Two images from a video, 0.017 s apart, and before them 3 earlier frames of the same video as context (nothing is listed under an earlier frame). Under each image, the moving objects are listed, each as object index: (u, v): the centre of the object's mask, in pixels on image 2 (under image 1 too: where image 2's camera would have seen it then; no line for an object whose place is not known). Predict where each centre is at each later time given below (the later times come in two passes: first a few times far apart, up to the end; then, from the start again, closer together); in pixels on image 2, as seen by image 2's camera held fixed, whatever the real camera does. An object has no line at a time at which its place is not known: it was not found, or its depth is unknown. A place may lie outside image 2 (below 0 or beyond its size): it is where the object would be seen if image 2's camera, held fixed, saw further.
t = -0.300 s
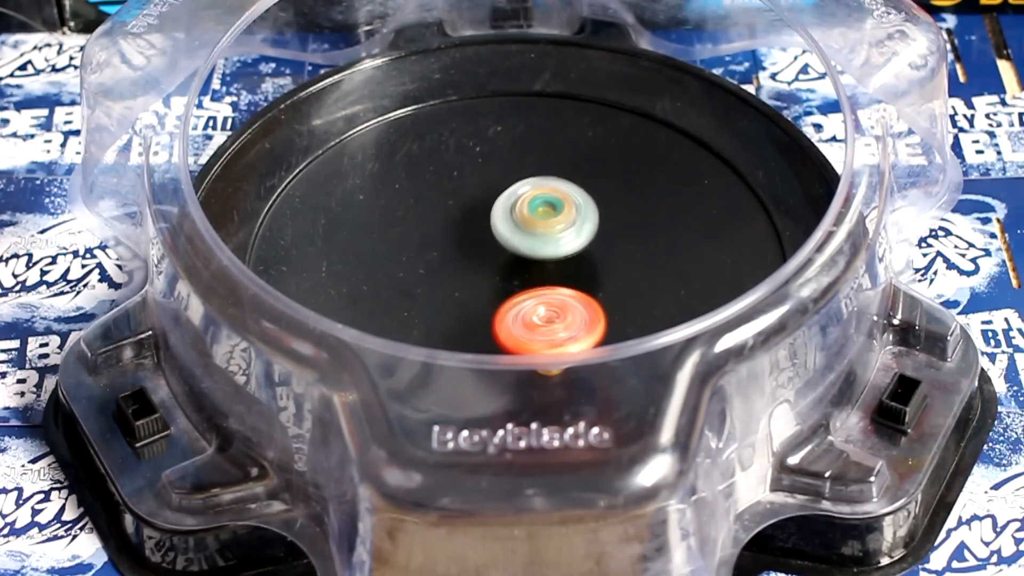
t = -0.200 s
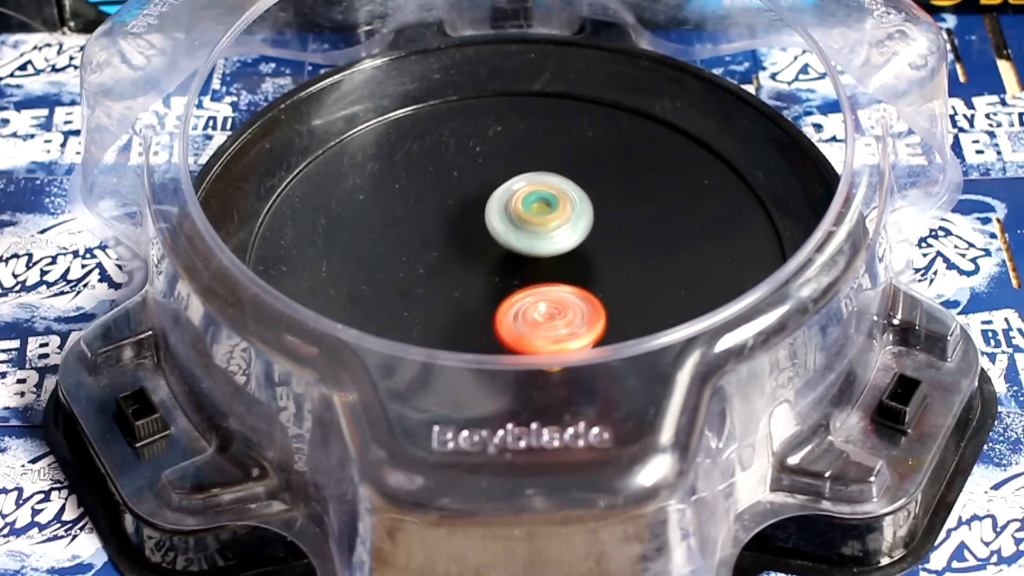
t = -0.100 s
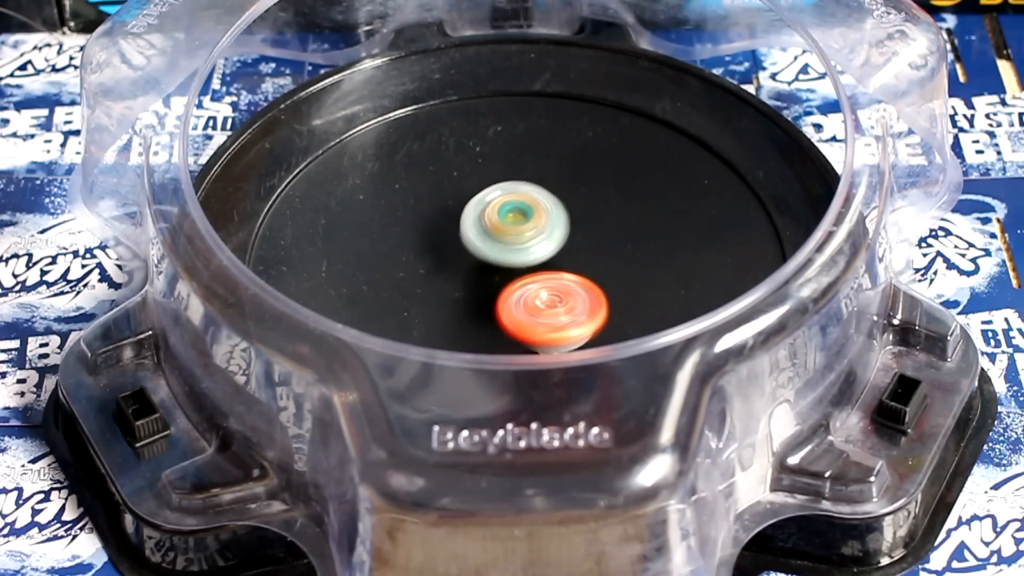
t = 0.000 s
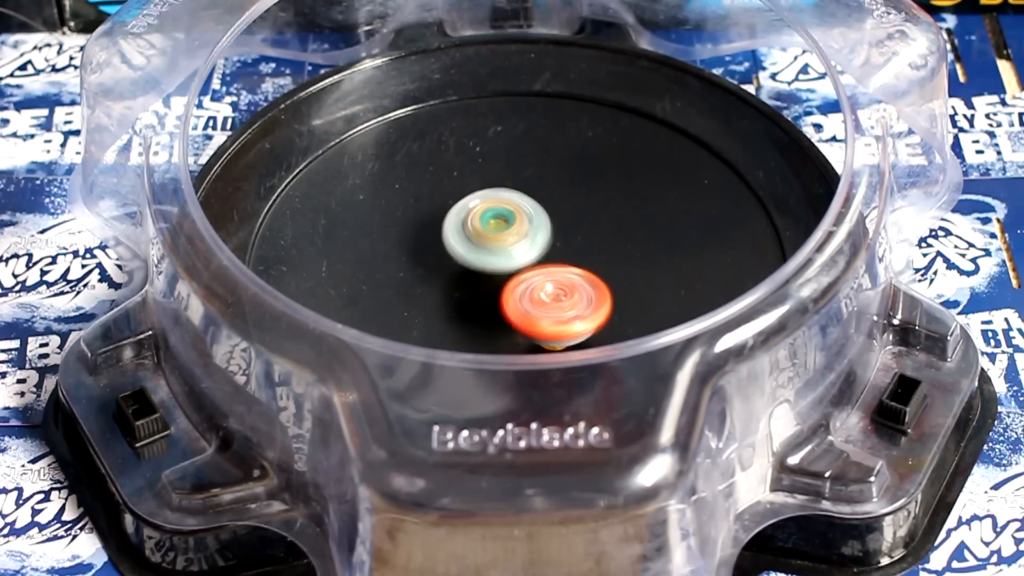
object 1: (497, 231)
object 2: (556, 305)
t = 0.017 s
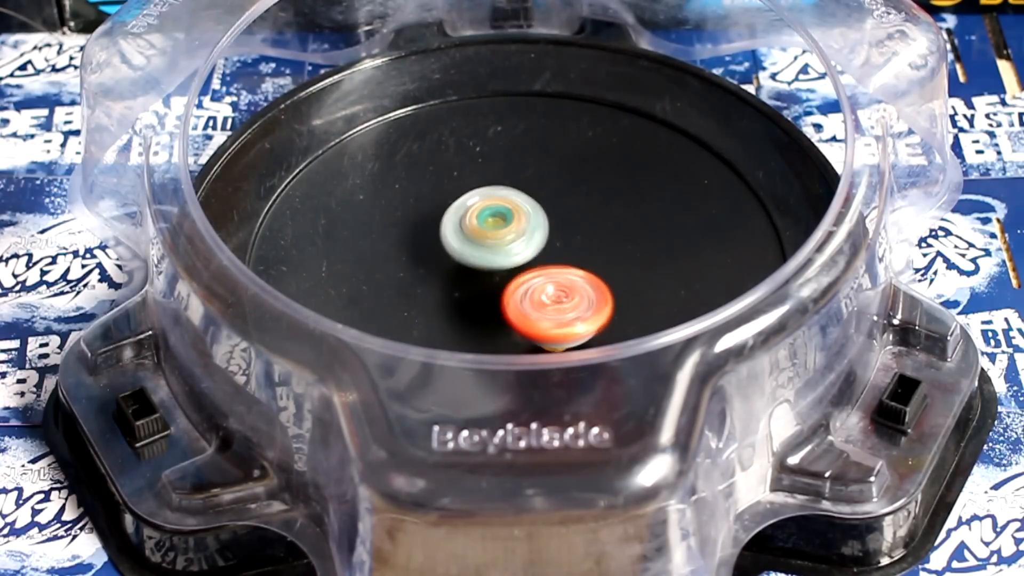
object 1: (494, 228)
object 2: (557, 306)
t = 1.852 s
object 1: (542, 222)
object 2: (529, 313)
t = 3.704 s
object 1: (584, 242)
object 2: (480, 275)
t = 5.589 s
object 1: (575, 279)
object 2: (498, 200)
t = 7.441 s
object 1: (525, 211)
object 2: (524, 293)
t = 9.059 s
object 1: (606, 241)
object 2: (486, 278)
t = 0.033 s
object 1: (494, 227)
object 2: (557, 307)
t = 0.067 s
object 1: (494, 226)
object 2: (554, 309)
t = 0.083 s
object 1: (495, 225)
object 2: (551, 309)
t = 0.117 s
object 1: (501, 227)
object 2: (543, 309)
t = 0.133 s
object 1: (505, 229)
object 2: (540, 309)
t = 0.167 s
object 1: (512, 232)
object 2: (533, 310)
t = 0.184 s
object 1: (516, 229)
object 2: (531, 314)
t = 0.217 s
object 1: (526, 225)
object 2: (526, 319)
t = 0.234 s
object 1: (530, 223)
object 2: (524, 320)
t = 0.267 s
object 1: (536, 222)
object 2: (520, 321)
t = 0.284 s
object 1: (539, 222)
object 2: (519, 321)
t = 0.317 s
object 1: (544, 225)
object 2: (517, 320)
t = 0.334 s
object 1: (544, 226)
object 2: (517, 319)
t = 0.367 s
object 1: (542, 226)
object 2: (517, 317)
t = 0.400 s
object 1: (540, 226)
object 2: (519, 314)
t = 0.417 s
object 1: (537, 225)
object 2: (519, 312)
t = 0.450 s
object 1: (531, 224)
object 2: (520, 309)
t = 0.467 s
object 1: (527, 223)
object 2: (521, 307)
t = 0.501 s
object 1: (521, 221)
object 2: (523, 303)
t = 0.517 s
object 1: (517, 221)
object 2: (523, 301)
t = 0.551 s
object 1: (511, 220)
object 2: (525, 298)
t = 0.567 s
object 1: (508, 219)
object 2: (526, 298)
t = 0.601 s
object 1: (505, 218)
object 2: (528, 297)
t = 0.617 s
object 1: (504, 218)
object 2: (529, 296)
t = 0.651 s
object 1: (501, 218)
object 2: (531, 295)
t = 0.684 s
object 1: (500, 216)
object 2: (534, 297)
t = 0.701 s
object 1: (501, 215)
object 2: (535, 298)
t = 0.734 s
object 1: (503, 213)
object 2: (536, 298)
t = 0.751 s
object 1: (504, 212)
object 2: (537, 298)
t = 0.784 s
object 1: (507, 212)
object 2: (538, 297)
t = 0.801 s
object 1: (509, 212)
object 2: (538, 297)
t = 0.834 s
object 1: (514, 214)
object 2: (539, 296)
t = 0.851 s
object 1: (516, 215)
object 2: (540, 295)
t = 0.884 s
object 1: (520, 217)
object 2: (540, 294)
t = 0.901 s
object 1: (521, 216)
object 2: (540, 295)
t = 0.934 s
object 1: (525, 216)
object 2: (540, 296)
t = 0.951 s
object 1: (526, 217)
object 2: (540, 296)
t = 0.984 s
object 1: (529, 217)
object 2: (539, 297)
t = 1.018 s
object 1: (531, 216)
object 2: (538, 299)
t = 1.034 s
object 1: (532, 216)
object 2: (537, 299)
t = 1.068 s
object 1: (534, 216)
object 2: (536, 299)
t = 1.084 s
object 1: (535, 217)
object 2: (536, 298)
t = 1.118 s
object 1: (536, 219)
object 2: (535, 298)
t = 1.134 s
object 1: (536, 218)
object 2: (534, 299)
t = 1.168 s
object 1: (537, 216)
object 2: (534, 301)
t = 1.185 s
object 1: (536, 215)
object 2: (534, 301)
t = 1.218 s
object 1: (536, 215)
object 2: (534, 301)
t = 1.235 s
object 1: (536, 216)
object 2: (534, 301)
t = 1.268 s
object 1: (536, 217)
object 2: (535, 300)
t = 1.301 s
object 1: (536, 219)
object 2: (535, 299)
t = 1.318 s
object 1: (536, 219)
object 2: (535, 298)
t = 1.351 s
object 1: (536, 219)
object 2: (536, 300)
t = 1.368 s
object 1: (536, 220)
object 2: (536, 300)
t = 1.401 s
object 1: (537, 221)
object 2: (536, 300)
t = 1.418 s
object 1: (537, 221)
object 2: (535, 300)
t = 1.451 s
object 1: (538, 217)
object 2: (534, 306)
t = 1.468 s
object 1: (538, 216)
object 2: (533, 307)
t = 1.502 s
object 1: (538, 215)
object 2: (531, 309)
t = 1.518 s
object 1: (538, 214)
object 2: (531, 310)
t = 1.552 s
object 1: (538, 215)
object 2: (531, 310)
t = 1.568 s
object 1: (538, 216)
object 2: (531, 309)
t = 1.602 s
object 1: (538, 219)
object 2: (530, 309)
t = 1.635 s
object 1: (537, 222)
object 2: (531, 307)
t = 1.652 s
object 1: (536, 223)
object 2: (531, 307)
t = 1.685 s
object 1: (534, 225)
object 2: (531, 305)
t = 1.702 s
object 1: (534, 226)
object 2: (530, 305)
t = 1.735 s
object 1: (536, 222)
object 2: (528, 309)
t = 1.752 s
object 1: (537, 221)
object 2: (528, 311)
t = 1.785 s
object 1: (539, 221)
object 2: (528, 313)
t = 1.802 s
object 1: (540, 221)
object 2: (528, 313)
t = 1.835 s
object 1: (541, 222)
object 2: (528, 313)
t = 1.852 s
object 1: (542, 222)
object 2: (529, 313)
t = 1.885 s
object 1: (542, 224)
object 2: (529, 311)
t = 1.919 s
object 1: (542, 227)
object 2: (530, 310)
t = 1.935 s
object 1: (541, 227)
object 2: (530, 309)
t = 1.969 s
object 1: (540, 229)
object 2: (530, 307)
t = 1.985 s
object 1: (541, 225)
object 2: (530, 310)
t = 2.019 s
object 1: (544, 217)
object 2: (527, 315)
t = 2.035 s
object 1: (545, 214)
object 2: (527, 317)
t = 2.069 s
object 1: (548, 210)
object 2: (526, 319)
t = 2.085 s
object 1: (549, 209)
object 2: (526, 319)
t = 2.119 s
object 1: (550, 209)
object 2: (526, 319)
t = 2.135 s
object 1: (551, 210)
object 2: (526, 318)
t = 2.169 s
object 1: (551, 213)
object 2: (526, 317)
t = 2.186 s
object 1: (551, 215)
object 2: (526, 316)
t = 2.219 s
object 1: (551, 219)
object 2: (525, 314)
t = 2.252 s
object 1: (550, 224)
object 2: (524, 313)
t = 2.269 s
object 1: (550, 226)
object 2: (523, 312)
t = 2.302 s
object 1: (548, 230)
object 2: (523, 309)
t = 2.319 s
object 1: (548, 232)
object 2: (522, 309)
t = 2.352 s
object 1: (549, 230)
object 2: (517, 312)
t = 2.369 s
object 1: (551, 228)
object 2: (515, 314)
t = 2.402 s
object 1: (552, 226)
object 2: (511, 315)
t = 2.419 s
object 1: (553, 226)
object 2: (509, 315)
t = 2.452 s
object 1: (553, 226)
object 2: (507, 315)
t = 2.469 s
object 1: (552, 227)
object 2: (506, 314)
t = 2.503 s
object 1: (552, 228)
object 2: (506, 313)
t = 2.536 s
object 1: (551, 229)
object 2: (507, 311)
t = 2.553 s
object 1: (551, 230)
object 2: (507, 310)
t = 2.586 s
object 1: (550, 231)
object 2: (507, 308)
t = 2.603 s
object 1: (550, 232)
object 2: (507, 307)
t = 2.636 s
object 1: (557, 227)
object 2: (500, 310)
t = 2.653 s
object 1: (568, 217)
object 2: (490, 315)
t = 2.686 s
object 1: (587, 199)
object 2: (472, 322)
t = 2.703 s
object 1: (594, 192)
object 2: (465, 324)
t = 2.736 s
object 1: (606, 180)
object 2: (456, 325)
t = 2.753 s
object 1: (610, 176)
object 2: (453, 326)
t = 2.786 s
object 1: (614, 171)
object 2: (451, 325)
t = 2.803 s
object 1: (615, 170)
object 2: (450, 325)
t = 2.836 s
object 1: (614, 171)
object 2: (450, 323)
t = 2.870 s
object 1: (609, 174)
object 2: (454, 321)
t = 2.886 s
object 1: (605, 176)
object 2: (456, 321)
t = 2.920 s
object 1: (597, 182)
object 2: (461, 318)
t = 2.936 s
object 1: (593, 186)
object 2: (462, 317)
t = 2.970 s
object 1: (584, 194)
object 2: (466, 314)
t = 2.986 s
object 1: (579, 199)
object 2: (469, 313)
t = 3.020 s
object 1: (570, 208)
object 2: (474, 310)
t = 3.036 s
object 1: (566, 213)
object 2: (475, 309)
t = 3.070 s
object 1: (558, 222)
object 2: (480, 306)
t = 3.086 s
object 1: (554, 227)
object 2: (483, 304)
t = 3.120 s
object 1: (550, 235)
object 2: (488, 300)
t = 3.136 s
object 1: (551, 237)
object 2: (487, 299)
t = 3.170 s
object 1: (557, 237)
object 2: (481, 301)
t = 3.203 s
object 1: (563, 236)
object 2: (475, 300)
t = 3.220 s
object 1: (565, 236)
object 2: (472, 299)
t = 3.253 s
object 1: (569, 235)
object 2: (466, 296)
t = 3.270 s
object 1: (570, 234)
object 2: (465, 296)
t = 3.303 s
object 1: (571, 234)
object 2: (464, 293)
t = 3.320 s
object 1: (571, 234)
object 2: (464, 292)
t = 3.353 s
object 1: (570, 235)
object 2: (465, 289)
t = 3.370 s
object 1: (569, 235)
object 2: (468, 288)
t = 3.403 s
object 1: (567, 236)
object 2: (473, 285)
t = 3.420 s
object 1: (567, 237)
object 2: (474, 283)
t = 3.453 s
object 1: (568, 236)
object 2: (476, 282)
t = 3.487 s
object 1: (576, 234)
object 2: (474, 282)
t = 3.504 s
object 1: (578, 234)
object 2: (473, 281)
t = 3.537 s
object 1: (581, 234)
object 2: (473, 280)
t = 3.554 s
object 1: (581, 234)
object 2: (474, 280)
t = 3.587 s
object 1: (580, 236)
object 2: (478, 278)
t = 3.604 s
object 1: (580, 238)
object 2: (479, 277)
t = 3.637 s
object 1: (580, 239)
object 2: (482, 275)
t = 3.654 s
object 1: (583, 240)
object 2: (481, 275)
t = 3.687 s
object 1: (584, 241)
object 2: (480, 275)
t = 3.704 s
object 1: (584, 242)
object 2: (480, 275)
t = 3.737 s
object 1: (582, 244)
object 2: (481, 274)
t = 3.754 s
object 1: (582, 245)
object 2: (480, 273)
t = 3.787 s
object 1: (583, 247)
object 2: (478, 274)
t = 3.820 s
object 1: (587, 249)
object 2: (475, 274)
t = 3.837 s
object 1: (587, 250)
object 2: (475, 274)
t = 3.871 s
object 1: (585, 252)
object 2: (475, 274)
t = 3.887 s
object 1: (584, 253)
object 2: (477, 274)
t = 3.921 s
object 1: (586, 255)
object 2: (473, 274)
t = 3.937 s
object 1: (590, 256)
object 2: (468, 274)
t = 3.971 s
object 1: (594, 258)
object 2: (461, 273)
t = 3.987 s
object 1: (594, 259)
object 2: (459, 272)
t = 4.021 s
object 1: (593, 261)
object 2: (458, 271)
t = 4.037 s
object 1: (591, 262)
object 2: (459, 271)
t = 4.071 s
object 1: (588, 264)
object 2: (460, 270)
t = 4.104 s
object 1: (587, 266)
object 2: (464, 270)
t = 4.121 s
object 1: (586, 267)
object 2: (465, 270)
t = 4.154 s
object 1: (583, 268)
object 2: (469, 270)
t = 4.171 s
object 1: (582, 269)
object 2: (471, 270)
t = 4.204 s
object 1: (582, 271)
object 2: (470, 269)
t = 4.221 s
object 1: (584, 272)
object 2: (468, 269)
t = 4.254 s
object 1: (585, 273)
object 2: (467, 267)
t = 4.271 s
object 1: (584, 274)
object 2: (467, 267)
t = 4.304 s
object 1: (581, 274)
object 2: (469, 266)
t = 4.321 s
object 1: (579, 275)
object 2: (470, 266)
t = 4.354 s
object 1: (583, 276)
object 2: (465, 264)
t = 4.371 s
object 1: (584, 277)
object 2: (464, 263)
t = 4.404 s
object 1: (583, 278)
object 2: (462, 262)
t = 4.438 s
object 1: (580, 278)
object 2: (463, 261)
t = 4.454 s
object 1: (579, 279)
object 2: (463, 260)
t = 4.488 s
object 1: (576, 279)
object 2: (466, 259)
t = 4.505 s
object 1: (575, 280)
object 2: (467, 259)
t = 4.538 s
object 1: (575, 280)
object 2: (467, 257)
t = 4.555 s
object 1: (575, 280)
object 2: (467, 256)
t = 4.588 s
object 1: (576, 282)
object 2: (465, 254)
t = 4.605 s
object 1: (577, 282)
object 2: (465, 253)
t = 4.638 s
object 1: (575, 282)
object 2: (465, 251)
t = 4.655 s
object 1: (574, 282)
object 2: (466, 250)
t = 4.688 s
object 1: (570, 282)
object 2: (468, 249)
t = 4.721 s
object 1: (576, 286)
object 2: (463, 244)
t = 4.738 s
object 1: (581, 288)
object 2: (460, 241)
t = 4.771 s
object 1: (585, 292)
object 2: (455, 235)
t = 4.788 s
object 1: (586, 293)
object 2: (455, 234)
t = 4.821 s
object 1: (587, 295)
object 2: (455, 230)
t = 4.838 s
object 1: (587, 295)
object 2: (455, 230)
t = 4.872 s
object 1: (584, 294)
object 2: (459, 229)
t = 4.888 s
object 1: (583, 293)
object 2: (460, 228)
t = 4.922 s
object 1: (581, 293)
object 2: (465, 229)
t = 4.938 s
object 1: (580, 292)
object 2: (467, 228)
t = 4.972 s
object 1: (576, 290)
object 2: (470, 229)
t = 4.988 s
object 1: (574, 289)
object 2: (474, 230)
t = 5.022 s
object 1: (572, 289)
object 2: (478, 231)
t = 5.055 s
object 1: (569, 287)
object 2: (483, 232)
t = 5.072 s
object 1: (567, 287)
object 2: (484, 233)
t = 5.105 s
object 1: (585, 305)
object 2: (475, 214)
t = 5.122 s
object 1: (592, 311)
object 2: (468, 205)
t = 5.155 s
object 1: (601, 318)
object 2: (462, 190)
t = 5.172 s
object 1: (605, 321)
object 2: (459, 185)
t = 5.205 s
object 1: (610, 338)
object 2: (459, 178)
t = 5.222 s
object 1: (610, 342)
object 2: (458, 176)
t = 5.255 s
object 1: (608, 343)
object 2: (462, 175)
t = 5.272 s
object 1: (604, 343)
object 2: (462, 175)
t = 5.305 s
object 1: (596, 339)
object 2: (466, 178)
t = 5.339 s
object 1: (585, 323)
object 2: (470, 182)
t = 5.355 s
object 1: (580, 322)
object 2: (474, 184)
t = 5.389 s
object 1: (573, 316)
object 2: (478, 189)
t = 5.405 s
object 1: (569, 310)
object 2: (482, 191)
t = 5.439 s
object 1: (564, 298)
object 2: (486, 196)
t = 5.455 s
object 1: (563, 291)
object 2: (490, 198)
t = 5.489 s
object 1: (559, 279)
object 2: (494, 204)
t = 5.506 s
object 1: (559, 273)
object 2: (498, 206)
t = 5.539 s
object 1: (566, 274)
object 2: (495, 202)
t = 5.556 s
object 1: (568, 274)
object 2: (496, 200)
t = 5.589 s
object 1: (575, 279)
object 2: (498, 200)
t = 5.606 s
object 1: (575, 281)
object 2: (501, 200)
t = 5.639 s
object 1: (579, 287)
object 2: (506, 203)
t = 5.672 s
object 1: (579, 292)
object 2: (510, 205)
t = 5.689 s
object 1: (579, 295)
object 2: (514, 208)
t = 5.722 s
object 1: (580, 301)
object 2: (518, 210)
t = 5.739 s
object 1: (577, 304)
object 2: (521, 214)
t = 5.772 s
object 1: (575, 310)
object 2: (524, 218)
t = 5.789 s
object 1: (572, 311)
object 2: (527, 220)
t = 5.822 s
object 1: (564, 316)
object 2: (530, 225)
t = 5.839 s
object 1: (561, 317)
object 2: (534, 227)
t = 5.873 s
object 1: (549, 319)
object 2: (537, 231)
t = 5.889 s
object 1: (544, 321)
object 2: (540, 233)
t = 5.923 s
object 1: (532, 321)
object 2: (544, 237)
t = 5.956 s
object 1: (522, 321)
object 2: (548, 241)
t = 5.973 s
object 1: (515, 320)
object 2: (551, 243)
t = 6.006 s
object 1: (503, 319)
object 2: (555, 248)
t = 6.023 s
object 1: (497, 317)
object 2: (559, 251)
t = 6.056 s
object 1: (482, 315)
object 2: (566, 257)
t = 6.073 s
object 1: (478, 314)
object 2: (569, 258)
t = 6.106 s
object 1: (468, 308)
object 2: (574, 265)
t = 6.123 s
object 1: (466, 305)
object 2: (577, 266)
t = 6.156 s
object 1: (462, 298)
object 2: (581, 272)
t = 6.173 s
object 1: (461, 295)
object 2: (581, 273)
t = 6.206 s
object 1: (464, 288)
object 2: (584, 278)
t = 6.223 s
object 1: (465, 285)
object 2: (583, 280)
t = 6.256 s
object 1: (471, 278)
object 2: (583, 283)
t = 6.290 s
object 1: (476, 272)
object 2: (582, 287)
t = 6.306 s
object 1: (478, 268)
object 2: (583, 289)
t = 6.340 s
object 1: (481, 262)
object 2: (584, 293)
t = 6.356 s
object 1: (484, 260)
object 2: (583, 297)
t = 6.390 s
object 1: (487, 257)
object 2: (581, 300)
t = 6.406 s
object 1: (491, 257)
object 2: (579, 302)
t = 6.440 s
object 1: (491, 254)
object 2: (578, 305)
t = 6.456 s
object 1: (492, 254)
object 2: (578, 306)
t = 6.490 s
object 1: (490, 252)
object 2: (576, 308)
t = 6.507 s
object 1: (490, 253)
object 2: (575, 308)
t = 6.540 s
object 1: (487, 252)
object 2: (570, 309)
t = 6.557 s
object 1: (485, 254)
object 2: (569, 308)
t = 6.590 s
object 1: (479, 252)
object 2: (565, 308)
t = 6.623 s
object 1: (473, 253)
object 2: (561, 310)
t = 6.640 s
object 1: (469, 252)
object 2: (560, 310)
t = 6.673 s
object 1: (467, 254)
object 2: (556, 310)
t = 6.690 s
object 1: (465, 254)
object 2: (554, 310)
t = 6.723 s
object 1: (463, 258)
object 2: (550, 308)
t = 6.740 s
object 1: (461, 258)
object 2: (547, 308)
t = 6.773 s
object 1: (453, 251)
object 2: (550, 312)
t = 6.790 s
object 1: (450, 246)
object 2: (550, 314)
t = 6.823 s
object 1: (448, 240)
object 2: (548, 314)
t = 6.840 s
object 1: (448, 238)
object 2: (547, 314)
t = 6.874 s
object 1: (450, 235)
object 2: (543, 312)
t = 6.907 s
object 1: (453, 233)
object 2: (538, 310)
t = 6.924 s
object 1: (457, 234)
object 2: (536, 309)
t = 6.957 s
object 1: (462, 235)
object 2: (532, 307)
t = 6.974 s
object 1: (466, 235)
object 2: (530, 305)
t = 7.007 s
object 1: (471, 234)
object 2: (526, 302)
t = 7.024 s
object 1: (474, 233)
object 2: (527, 303)
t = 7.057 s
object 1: (479, 229)
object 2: (526, 305)
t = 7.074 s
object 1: (483, 227)
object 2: (526, 305)
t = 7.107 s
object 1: (489, 226)
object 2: (524, 304)
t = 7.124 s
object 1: (493, 226)
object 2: (522, 303)
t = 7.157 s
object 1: (500, 226)
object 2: (521, 301)
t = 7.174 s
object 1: (504, 223)
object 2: (520, 304)
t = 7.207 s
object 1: (513, 219)
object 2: (518, 305)
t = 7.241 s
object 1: (518, 216)
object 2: (517, 305)
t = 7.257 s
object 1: (520, 214)
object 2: (517, 304)
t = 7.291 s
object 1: (523, 213)
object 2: (518, 303)
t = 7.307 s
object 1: (523, 212)
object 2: (519, 302)
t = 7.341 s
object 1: (525, 212)
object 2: (520, 300)
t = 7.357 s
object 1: (524, 212)
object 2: (521, 299)
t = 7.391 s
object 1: (525, 211)
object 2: (523, 297)
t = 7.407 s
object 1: (524, 212)
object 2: (522, 296)
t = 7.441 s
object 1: (525, 211)
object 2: (524, 293)
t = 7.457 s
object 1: (525, 212)
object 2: (526, 292)
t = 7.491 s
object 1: (526, 211)
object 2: (527, 289)
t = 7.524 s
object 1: (533, 209)
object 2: (525, 291)
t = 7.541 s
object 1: (534, 208)
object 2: (526, 293)
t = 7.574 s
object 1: (542, 204)
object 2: (525, 294)
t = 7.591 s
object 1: (546, 203)
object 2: (524, 294)
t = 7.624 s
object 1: (555, 203)
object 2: (525, 293)
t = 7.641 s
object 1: (561, 204)
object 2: (526, 293)
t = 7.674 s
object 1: (569, 206)
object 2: (528, 292)
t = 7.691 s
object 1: (573, 207)
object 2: (528, 292)
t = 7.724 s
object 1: (578, 211)
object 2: (529, 291)
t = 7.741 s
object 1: (580, 212)
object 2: (531, 291)
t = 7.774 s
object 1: (584, 216)
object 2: (532, 290)
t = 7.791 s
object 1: (584, 218)
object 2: (532, 290)
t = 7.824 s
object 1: (587, 221)
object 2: (532, 290)
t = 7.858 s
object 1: (593, 223)
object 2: (530, 292)
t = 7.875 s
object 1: (594, 224)
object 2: (529, 292)
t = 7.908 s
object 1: (599, 226)
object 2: (529, 292)
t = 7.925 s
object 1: (600, 228)
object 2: (528, 292)
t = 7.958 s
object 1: (602, 231)
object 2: (528, 291)
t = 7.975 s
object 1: (608, 231)
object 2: (523, 294)
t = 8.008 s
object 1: (623, 226)
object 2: (510, 299)
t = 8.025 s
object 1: (628, 225)
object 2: (505, 300)
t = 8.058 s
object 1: (631, 224)
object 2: (500, 301)
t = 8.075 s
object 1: (632, 224)
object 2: (499, 302)
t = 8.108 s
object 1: (629, 226)
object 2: (497, 302)
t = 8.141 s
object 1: (625, 227)
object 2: (496, 303)
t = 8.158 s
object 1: (622, 228)
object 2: (494, 303)
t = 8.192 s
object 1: (617, 230)
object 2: (492, 304)
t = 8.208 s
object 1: (613, 232)
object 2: (492, 303)
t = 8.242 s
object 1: (606, 234)
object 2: (490, 302)
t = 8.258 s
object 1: (604, 235)
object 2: (488, 302)
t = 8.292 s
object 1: (598, 238)
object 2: (487, 301)
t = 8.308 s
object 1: (595, 238)
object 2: (488, 301)
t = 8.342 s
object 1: (588, 241)
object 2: (487, 300)
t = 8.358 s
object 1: (584, 242)
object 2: (486, 299)
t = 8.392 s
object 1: (579, 243)
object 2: (486, 297)
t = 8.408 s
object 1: (577, 245)
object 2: (487, 296)
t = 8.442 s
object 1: (573, 246)
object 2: (485, 295)
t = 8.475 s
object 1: (582, 242)
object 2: (476, 295)
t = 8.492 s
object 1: (587, 240)
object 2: (472, 295)
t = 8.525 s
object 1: (590, 238)
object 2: (471, 292)
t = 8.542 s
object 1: (589, 237)
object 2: (472, 291)
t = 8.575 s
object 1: (589, 237)
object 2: (473, 288)
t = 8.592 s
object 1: (590, 238)
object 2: (475, 288)
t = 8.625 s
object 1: (588, 238)
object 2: (478, 286)
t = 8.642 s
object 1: (587, 237)
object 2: (478, 284)
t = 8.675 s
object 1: (585, 238)
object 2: (481, 282)
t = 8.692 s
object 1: (583, 238)
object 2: (484, 282)
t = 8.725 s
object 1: (582, 238)
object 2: (486, 280)
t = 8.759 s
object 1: (584, 237)
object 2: (485, 278)
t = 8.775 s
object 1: (584, 239)
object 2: (487, 278)
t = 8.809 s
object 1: (585, 238)
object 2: (489, 276)
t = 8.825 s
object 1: (590, 236)
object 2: (485, 276)
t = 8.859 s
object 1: (602, 235)
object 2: (477, 277)
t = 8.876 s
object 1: (606, 234)
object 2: (476, 278)
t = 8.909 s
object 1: (610, 234)
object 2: (476, 277)
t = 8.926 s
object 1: (611, 236)
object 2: (475, 277)
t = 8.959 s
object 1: (611, 237)
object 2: (478, 277)
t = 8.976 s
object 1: (610, 237)
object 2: (480, 277)
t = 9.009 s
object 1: (609, 238)
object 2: (481, 277)
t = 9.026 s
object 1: (608, 240)
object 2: (483, 278)
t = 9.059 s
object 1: (606, 241)
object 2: (486, 278)
